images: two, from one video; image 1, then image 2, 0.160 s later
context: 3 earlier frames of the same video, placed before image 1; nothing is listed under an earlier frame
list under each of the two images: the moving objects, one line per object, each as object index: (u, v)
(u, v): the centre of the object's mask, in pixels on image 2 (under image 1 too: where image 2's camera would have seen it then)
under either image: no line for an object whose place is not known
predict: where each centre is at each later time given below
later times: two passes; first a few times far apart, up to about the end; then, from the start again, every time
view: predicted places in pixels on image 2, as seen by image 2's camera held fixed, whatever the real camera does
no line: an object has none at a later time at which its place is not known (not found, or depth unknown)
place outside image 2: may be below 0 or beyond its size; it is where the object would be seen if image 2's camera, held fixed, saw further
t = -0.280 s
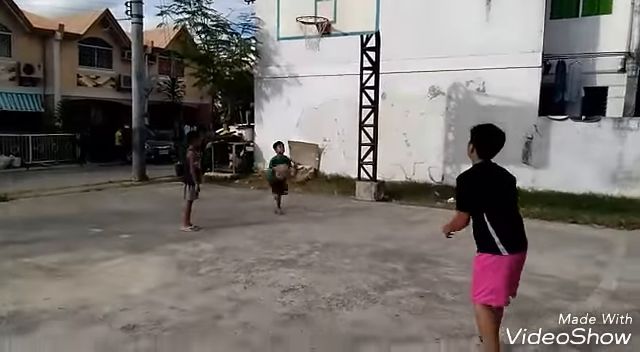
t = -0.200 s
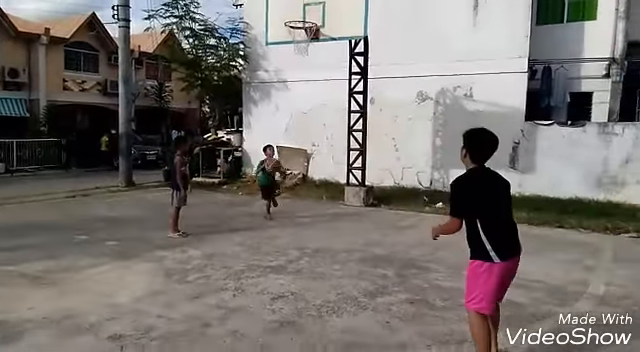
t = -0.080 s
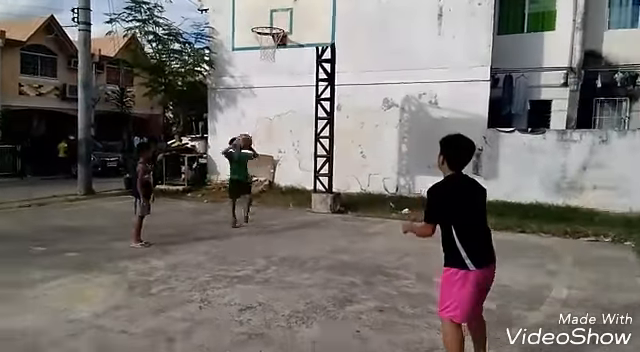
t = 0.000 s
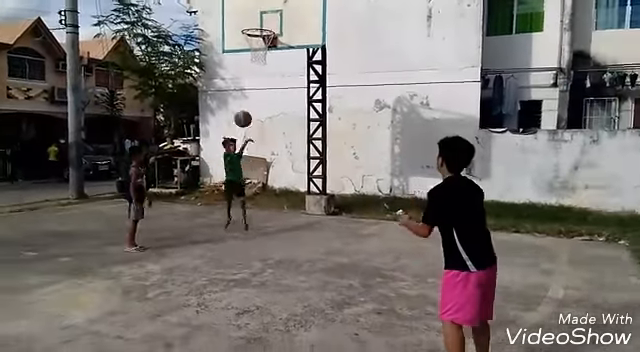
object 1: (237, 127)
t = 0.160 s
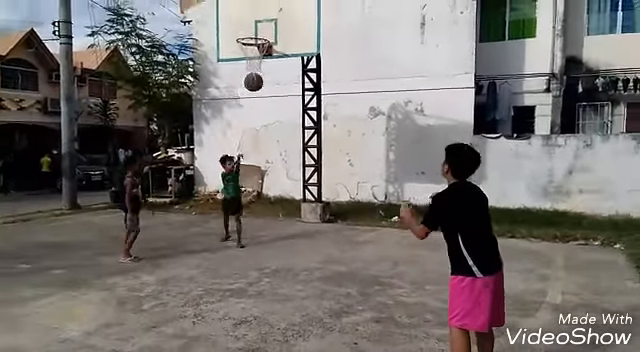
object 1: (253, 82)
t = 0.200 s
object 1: (258, 72)
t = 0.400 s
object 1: (284, 34)
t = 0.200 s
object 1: (258, 72)
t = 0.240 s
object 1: (262, 62)
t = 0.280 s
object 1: (267, 54)
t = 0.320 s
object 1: (272, 47)
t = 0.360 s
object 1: (278, 41)
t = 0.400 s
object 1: (284, 34)
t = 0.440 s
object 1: (290, 30)
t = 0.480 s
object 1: (297, 26)
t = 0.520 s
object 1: (304, 24)
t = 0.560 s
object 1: (311, 24)
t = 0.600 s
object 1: (320, 25)
